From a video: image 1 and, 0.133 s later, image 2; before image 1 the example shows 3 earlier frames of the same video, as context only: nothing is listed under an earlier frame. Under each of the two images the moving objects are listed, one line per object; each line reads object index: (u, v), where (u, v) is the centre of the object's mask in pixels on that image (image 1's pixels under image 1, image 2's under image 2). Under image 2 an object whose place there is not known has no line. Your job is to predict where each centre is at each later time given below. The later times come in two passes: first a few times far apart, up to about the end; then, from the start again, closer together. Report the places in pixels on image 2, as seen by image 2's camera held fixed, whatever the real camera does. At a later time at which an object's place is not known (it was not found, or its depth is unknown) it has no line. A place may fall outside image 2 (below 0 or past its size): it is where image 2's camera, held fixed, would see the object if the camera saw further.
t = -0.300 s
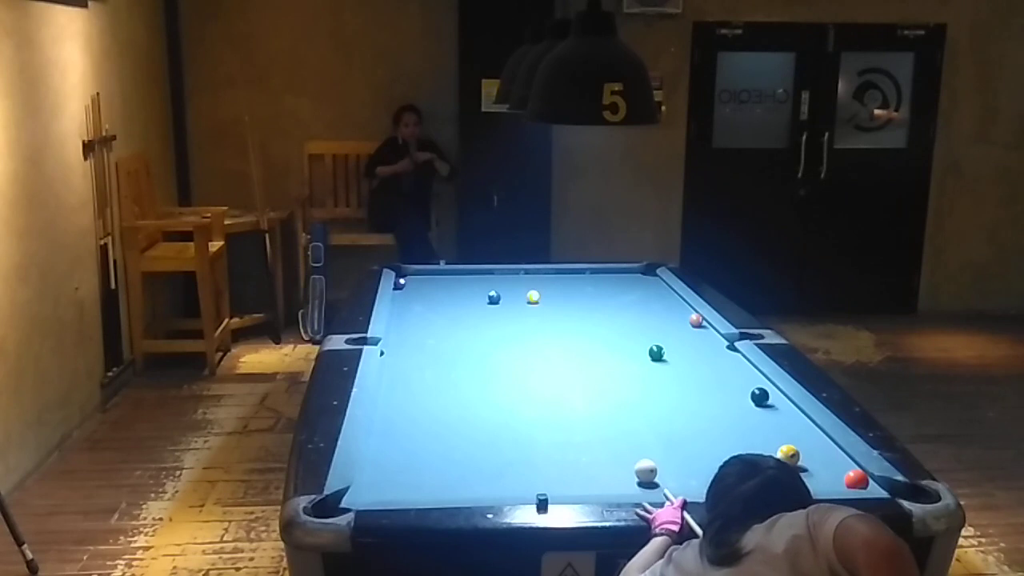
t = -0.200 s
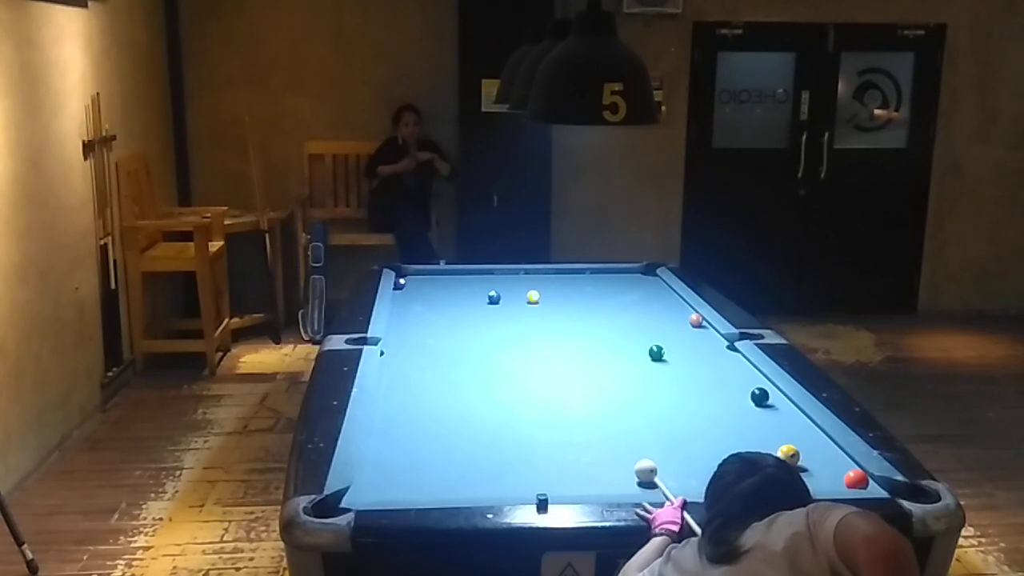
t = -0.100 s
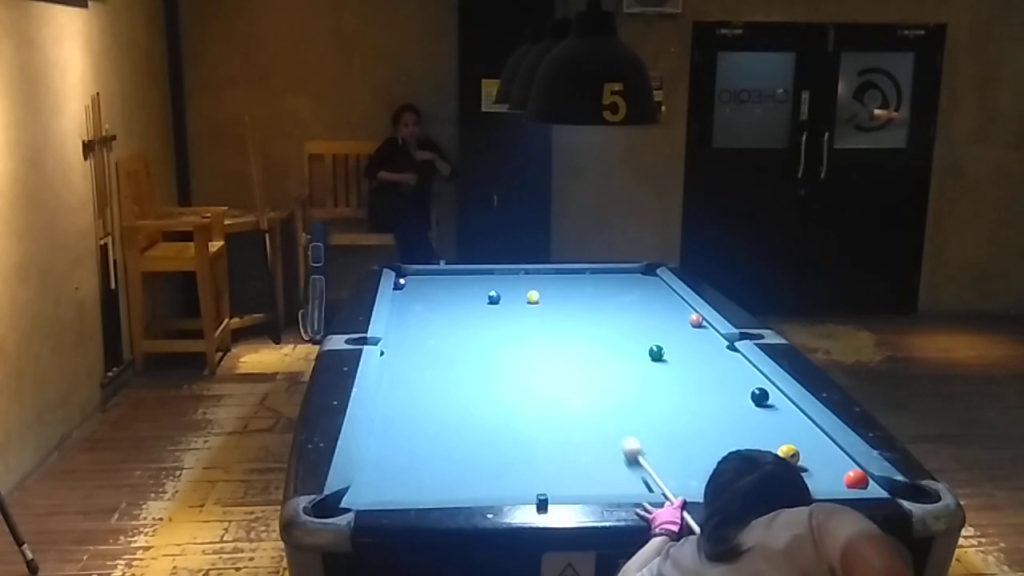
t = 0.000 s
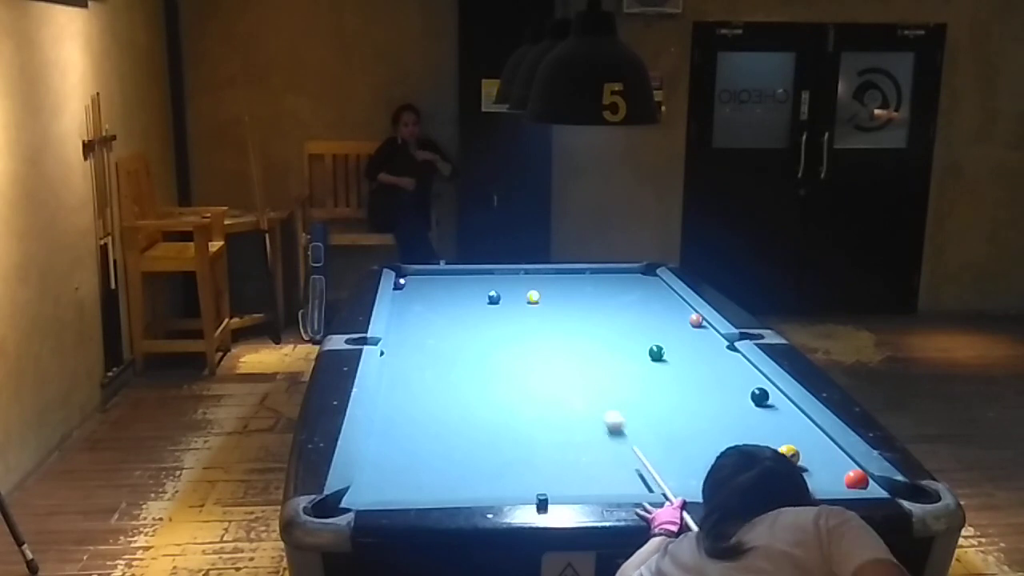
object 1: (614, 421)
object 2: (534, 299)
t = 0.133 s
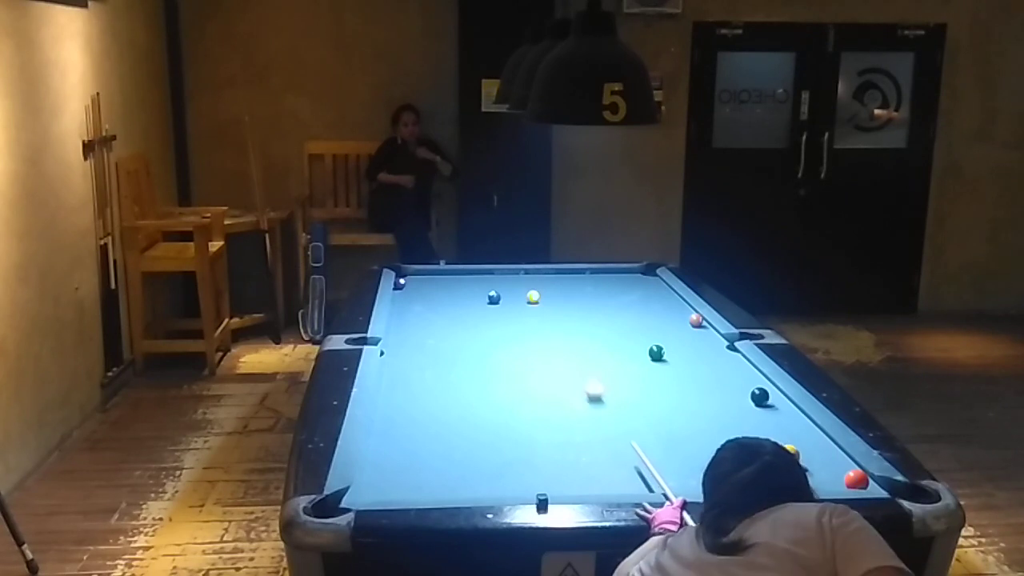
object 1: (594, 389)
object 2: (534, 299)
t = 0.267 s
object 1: (577, 364)
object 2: (533, 297)
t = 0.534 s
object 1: (550, 324)
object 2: (533, 297)
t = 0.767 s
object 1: (535, 300)
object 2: (529, 292)
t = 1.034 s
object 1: (531, 293)
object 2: (519, 276)
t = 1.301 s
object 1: (527, 286)
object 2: (517, 276)
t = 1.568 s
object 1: (534, 284)
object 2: (507, 281)
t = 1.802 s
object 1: (548, 285)
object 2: (490, 282)
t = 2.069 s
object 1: (563, 287)
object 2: (473, 282)
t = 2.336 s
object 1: (577, 288)
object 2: (456, 283)
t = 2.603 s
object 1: (589, 290)
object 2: (441, 284)
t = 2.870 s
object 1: (600, 291)
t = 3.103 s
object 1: (608, 292)
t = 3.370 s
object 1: (615, 293)
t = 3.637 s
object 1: (621, 293)
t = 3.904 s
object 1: (625, 294)
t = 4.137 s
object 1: (627, 294)
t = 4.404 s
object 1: (628, 294)
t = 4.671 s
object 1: (628, 294)
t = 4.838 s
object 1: (628, 295)
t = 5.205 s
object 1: (628, 294)
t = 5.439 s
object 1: (628, 294)
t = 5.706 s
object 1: (628, 294)
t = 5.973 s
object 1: (628, 294)
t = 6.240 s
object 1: (628, 294)
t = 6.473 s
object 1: (628, 294)
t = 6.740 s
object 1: (628, 294)
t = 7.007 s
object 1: (628, 294)
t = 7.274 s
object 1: (628, 294)
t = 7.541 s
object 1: (628, 294)
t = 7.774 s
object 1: (628, 294)
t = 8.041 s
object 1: (628, 294)
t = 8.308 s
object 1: (628, 294)
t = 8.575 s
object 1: (628, 294)
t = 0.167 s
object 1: (589, 382)
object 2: (533, 297)
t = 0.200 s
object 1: (585, 376)
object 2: (533, 297)
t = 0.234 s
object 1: (581, 370)
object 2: (533, 297)
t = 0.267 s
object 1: (577, 364)
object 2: (533, 297)
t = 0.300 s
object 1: (573, 358)
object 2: (533, 297)
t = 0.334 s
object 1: (570, 353)
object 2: (533, 297)
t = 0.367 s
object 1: (566, 347)
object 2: (533, 297)
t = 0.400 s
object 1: (563, 342)
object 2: (533, 297)
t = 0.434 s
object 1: (559, 338)
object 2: (533, 297)
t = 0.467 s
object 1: (556, 333)
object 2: (533, 297)
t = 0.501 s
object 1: (554, 328)
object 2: (533, 297)
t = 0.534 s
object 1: (550, 324)
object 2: (533, 297)
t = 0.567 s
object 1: (548, 319)
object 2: (533, 297)
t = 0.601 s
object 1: (545, 315)
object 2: (533, 297)
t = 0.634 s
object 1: (542, 312)
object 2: (533, 296)
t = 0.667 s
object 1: (540, 308)
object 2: (532, 296)
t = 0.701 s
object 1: (538, 304)
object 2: (532, 295)
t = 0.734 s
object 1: (536, 300)
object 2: (531, 294)
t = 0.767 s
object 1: (535, 300)
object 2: (529, 292)
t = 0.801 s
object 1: (535, 299)
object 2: (528, 290)
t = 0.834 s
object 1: (534, 299)
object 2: (527, 288)
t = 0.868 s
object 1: (534, 298)
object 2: (526, 285)
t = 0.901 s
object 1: (533, 296)
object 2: (524, 284)
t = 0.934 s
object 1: (533, 296)
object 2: (523, 282)
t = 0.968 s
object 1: (532, 295)
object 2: (522, 280)
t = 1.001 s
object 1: (531, 294)
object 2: (521, 278)
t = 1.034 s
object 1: (531, 293)
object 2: (519, 276)
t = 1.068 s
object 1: (530, 292)
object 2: (518, 274)
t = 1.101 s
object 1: (530, 291)
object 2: (517, 272)
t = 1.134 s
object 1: (529, 291)
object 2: (516, 271)
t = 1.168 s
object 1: (528, 290)
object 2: (516, 272)
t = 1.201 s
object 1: (528, 289)
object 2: (517, 273)
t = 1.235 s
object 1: (527, 288)
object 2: (517, 275)
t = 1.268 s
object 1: (527, 287)
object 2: (517, 275)
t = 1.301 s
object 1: (527, 286)
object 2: (517, 276)
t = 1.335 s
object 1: (526, 286)
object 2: (517, 277)
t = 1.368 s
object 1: (526, 285)
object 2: (517, 279)
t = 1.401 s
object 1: (526, 284)
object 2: (516, 279)
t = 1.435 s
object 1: (525, 283)
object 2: (515, 280)
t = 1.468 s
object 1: (527, 283)
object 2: (515, 280)
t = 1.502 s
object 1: (530, 284)
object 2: (512, 280)
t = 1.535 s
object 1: (532, 284)
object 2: (509, 281)
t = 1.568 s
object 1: (534, 284)
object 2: (507, 281)
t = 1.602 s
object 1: (536, 284)
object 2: (504, 281)
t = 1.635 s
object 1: (538, 284)
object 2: (502, 281)
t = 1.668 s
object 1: (540, 285)
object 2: (500, 281)
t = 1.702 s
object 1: (542, 285)
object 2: (497, 281)
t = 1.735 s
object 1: (544, 285)
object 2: (494, 281)
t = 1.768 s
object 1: (546, 285)
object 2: (492, 282)
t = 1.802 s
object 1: (548, 285)
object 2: (490, 282)
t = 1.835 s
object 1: (550, 285)
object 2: (487, 282)
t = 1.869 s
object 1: (552, 286)
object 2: (485, 282)
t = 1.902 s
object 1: (554, 286)
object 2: (483, 282)
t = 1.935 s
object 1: (556, 286)
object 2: (481, 282)
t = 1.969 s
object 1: (558, 286)
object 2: (479, 282)
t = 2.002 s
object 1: (559, 287)
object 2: (477, 282)
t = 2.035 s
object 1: (561, 287)
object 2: (474, 283)
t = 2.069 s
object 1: (563, 287)
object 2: (473, 282)
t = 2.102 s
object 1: (565, 287)
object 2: (470, 282)
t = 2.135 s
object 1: (567, 287)
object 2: (468, 282)
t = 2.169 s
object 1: (569, 287)
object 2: (466, 283)
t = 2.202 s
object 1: (570, 288)
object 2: (464, 283)
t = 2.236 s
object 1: (572, 288)
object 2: (462, 283)
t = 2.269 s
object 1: (573, 288)
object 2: (460, 283)
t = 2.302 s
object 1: (575, 288)
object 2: (458, 283)
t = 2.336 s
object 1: (577, 288)
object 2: (456, 283)
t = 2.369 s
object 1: (579, 288)
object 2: (454, 283)
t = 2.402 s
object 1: (580, 289)
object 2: (452, 283)
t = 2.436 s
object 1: (582, 289)
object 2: (450, 284)
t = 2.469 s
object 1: (583, 289)
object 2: (448, 284)
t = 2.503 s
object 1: (585, 289)
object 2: (446, 284)
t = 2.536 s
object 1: (586, 289)
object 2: (445, 284)
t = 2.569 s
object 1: (588, 289)
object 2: (443, 284)
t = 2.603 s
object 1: (589, 290)
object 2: (441, 284)
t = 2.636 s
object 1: (591, 290)
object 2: (439, 284)
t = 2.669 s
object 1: (592, 290)
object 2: (438, 284)
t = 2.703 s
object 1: (593, 290)
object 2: (436, 284)
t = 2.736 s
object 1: (595, 290)
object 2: (434, 284)
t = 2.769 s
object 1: (596, 290)
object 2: (432, 284)
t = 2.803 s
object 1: (597, 290)
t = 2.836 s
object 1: (598, 290)
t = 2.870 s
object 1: (600, 291)
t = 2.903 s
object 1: (601, 291)
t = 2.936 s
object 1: (602, 291)
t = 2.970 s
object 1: (604, 291)
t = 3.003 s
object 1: (604, 291)
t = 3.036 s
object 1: (606, 292)
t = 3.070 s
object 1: (607, 292)
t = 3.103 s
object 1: (608, 292)
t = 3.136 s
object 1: (609, 292)
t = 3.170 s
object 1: (610, 292)
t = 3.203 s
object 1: (611, 292)
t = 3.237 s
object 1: (612, 292)
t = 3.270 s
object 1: (613, 292)
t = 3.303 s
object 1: (613, 293)
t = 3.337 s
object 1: (614, 293)
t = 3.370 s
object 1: (615, 293)
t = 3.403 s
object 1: (616, 293)
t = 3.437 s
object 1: (617, 293)
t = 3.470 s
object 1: (618, 293)
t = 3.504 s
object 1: (618, 293)
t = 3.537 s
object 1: (619, 293)
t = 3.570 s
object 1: (620, 293)
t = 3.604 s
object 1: (620, 293)
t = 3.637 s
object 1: (621, 293)
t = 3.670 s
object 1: (622, 294)
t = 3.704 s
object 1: (622, 294)
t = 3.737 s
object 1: (623, 294)
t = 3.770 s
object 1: (623, 294)
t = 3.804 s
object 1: (624, 294)
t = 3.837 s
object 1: (624, 294)
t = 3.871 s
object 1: (625, 294)
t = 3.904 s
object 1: (625, 294)
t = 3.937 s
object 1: (626, 294)
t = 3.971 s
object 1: (626, 294)
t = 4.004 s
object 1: (626, 294)
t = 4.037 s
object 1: (627, 294)
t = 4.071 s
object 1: (627, 294)
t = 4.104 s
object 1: (627, 294)
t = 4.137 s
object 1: (627, 294)
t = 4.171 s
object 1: (628, 294)
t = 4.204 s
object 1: (628, 294)
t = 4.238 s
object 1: (628, 294)
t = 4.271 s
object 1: (628, 294)
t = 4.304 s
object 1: (628, 294)
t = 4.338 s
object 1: (628, 294)
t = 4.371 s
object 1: (628, 294)
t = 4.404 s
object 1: (628, 294)
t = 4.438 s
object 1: (628, 294)
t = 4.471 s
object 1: (628, 294)
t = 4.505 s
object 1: (628, 294)
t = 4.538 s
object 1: (628, 294)
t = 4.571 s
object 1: (628, 294)
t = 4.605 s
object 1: (628, 294)
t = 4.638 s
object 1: (628, 294)
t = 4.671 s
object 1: (628, 294)
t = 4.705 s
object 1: (628, 294)
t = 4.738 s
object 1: (628, 294)
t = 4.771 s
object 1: (628, 295)
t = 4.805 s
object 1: (628, 295)
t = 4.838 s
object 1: (628, 295)
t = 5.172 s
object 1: (631, 294)
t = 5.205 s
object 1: (628, 294)
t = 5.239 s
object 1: (628, 294)
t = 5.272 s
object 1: (628, 294)
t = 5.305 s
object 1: (628, 294)
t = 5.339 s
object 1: (628, 294)
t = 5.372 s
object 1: (628, 294)
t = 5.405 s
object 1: (628, 294)
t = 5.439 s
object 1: (628, 294)
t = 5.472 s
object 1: (628, 294)
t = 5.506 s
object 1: (628, 294)
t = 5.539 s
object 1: (628, 294)
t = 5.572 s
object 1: (628, 294)
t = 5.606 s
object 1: (628, 294)
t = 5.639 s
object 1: (628, 294)
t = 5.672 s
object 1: (628, 294)
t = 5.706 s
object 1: (628, 294)
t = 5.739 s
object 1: (628, 294)
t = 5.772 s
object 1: (628, 294)
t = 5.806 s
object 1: (628, 294)
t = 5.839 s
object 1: (628, 294)
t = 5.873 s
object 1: (628, 294)
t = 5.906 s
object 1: (628, 294)
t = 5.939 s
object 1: (628, 294)
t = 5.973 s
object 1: (628, 294)
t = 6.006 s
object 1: (628, 294)
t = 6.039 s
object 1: (628, 294)
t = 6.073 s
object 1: (628, 294)
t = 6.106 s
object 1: (628, 294)
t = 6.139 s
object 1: (628, 294)
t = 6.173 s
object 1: (628, 294)
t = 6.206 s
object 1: (628, 294)
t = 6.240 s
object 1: (628, 294)
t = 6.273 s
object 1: (628, 294)
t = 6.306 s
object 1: (628, 294)
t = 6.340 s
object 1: (628, 294)
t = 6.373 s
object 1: (628, 294)
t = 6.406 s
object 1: (628, 294)
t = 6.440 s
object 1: (628, 294)
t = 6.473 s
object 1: (628, 294)
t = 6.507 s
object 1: (628, 294)
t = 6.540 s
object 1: (628, 294)
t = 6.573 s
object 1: (628, 294)
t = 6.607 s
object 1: (628, 294)
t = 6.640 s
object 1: (628, 294)
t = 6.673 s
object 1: (628, 294)
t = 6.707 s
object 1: (628, 294)
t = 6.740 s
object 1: (628, 294)
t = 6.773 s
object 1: (628, 294)
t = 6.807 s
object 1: (628, 294)
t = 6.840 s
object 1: (628, 294)
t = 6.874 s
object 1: (628, 294)
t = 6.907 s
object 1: (628, 294)
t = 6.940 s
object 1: (628, 294)
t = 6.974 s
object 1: (628, 294)
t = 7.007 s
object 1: (628, 294)
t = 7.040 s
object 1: (628, 294)
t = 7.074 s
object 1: (628, 294)
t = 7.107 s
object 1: (628, 294)
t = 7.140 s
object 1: (628, 294)
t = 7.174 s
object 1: (628, 294)
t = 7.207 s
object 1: (628, 294)
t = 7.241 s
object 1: (628, 294)
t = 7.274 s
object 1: (628, 294)
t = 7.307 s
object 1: (628, 294)
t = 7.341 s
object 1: (628, 294)
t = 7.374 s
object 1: (628, 294)
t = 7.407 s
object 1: (628, 294)
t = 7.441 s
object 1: (628, 294)
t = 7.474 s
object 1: (628, 294)
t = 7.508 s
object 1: (628, 294)
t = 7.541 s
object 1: (628, 294)
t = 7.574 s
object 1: (628, 294)
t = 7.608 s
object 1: (628, 294)
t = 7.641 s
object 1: (628, 294)
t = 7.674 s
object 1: (628, 294)
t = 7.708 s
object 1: (628, 294)
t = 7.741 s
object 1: (628, 294)
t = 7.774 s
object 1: (628, 294)
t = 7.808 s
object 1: (628, 294)
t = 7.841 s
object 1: (628, 294)
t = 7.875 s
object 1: (628, 294)
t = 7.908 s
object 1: (628, 294)
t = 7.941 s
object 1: (628, 294)
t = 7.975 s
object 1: (628, 294)
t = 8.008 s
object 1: (628, 294)
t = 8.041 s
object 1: (628, 294)
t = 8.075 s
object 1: (628, 294)
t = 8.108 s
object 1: (628, 294)
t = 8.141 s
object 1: (628, 294)
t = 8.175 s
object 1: (628, 294)
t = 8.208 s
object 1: (628, 294)
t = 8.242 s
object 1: (628, 294)
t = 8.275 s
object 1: (628, 294)
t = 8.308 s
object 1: (628, 294)
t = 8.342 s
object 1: (628, 294)
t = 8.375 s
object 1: (628, 294)
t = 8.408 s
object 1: (628, 294)
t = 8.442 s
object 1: (628, 294)
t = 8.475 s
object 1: (628, 294)
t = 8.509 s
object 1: (628, 294)
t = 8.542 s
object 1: (628, 294)
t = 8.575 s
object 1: (628, 294)
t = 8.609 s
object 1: (628, 294)
